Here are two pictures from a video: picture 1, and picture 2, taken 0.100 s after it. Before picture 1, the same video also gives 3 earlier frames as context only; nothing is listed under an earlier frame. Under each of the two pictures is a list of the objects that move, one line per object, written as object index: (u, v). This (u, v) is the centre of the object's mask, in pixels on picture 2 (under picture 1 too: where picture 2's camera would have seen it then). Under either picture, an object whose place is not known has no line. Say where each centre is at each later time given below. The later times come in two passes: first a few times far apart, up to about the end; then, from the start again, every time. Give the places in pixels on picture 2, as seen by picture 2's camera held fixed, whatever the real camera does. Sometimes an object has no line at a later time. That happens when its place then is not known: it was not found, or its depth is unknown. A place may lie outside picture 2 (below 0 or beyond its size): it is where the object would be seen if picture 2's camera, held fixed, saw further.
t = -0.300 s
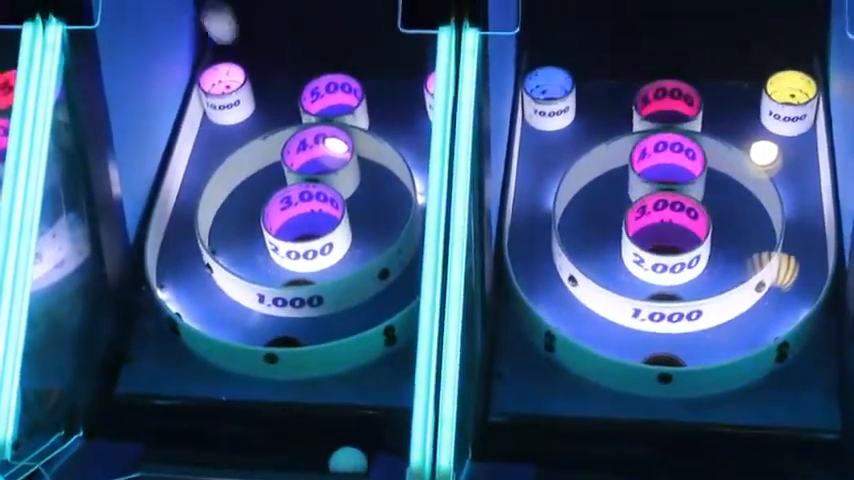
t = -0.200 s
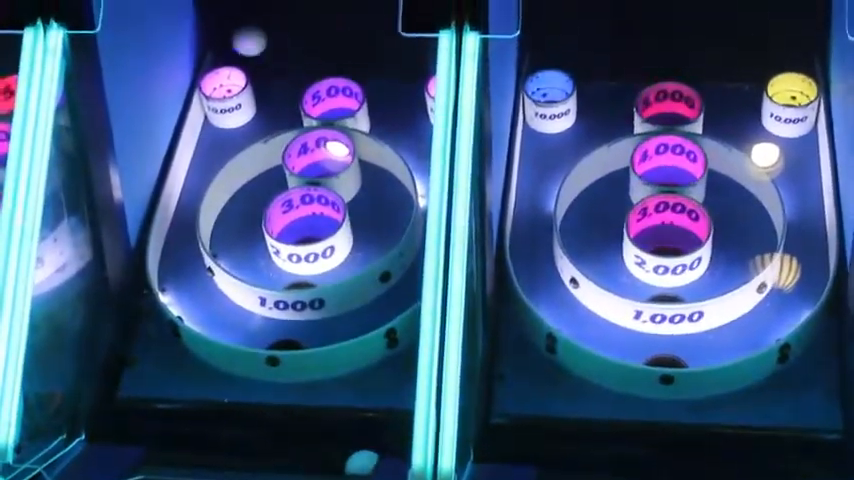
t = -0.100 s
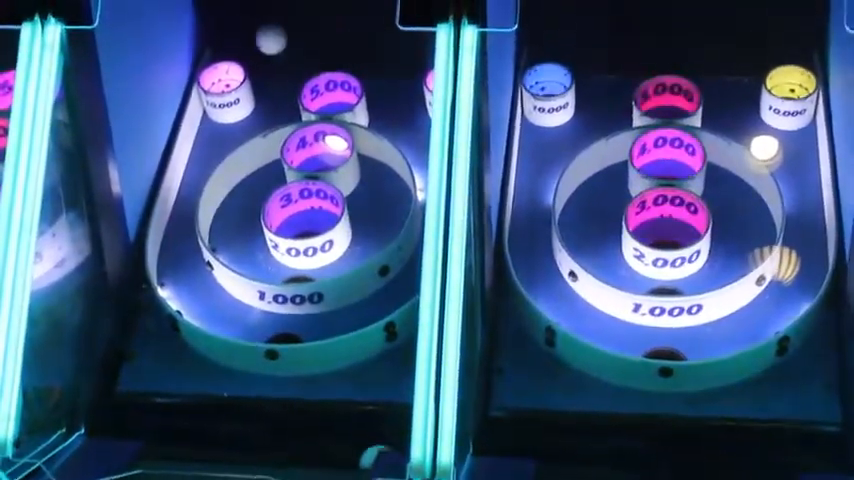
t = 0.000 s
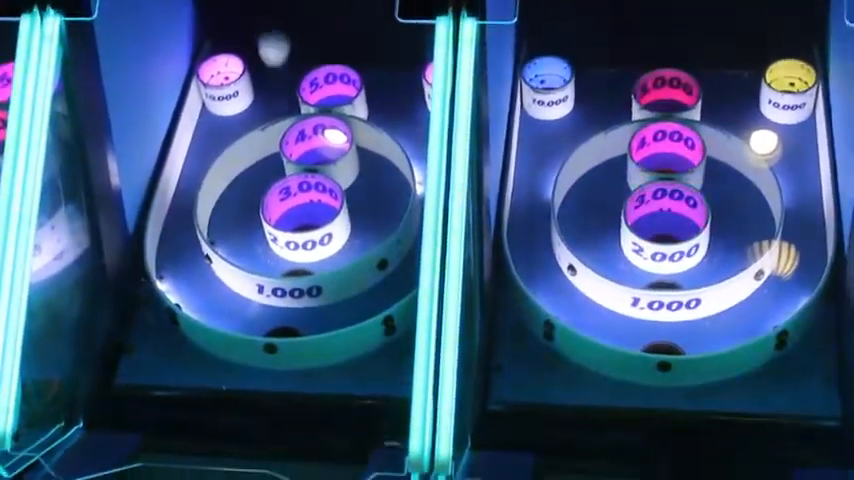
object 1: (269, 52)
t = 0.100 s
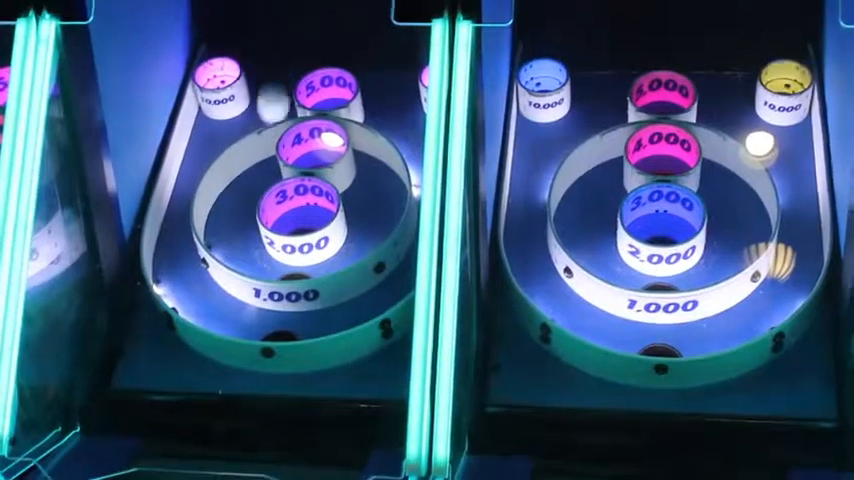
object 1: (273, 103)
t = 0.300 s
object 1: (256, 118)
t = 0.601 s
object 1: (201, 162)
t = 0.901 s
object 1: (189, 300)
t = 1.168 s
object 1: (329, 325)
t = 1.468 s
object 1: (373, 300)
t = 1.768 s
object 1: (348, 320)
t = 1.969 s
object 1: (294, 332)
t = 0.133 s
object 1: (271, 110)
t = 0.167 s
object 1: (267, 118)
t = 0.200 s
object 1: (263, 117)
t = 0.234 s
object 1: (261, 115)
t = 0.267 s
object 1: (258, 117)
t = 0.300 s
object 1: (256, 118)
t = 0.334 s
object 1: (253, 119)
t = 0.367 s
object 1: (249, 121)
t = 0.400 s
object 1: (245, 124)
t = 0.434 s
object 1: (239, 128)
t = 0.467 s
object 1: (234, 133)
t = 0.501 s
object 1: (227, 139)
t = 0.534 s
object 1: (219, 144)
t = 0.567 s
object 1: (210, 152)
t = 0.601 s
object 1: (201, 162)
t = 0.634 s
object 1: (192, 173)
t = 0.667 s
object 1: (183, 188)
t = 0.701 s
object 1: (176, 203)
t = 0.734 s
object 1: (173, 217)
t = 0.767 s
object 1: (170, 233)
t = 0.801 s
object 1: (167, 250)
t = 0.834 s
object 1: (166, 269)
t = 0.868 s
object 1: (174, 285)
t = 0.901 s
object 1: (189, 300)
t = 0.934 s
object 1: (200, 301)
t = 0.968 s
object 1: (216, 305)
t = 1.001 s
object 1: (236, 312)
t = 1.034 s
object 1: (254, 322)
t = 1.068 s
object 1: (274, 328)
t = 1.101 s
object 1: (293, 332)
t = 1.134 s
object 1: (310, 329)
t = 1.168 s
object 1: (329, 325)
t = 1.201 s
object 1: (345, 321)
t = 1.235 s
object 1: (358, 312)
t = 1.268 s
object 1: (361, 309)
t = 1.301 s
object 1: (364, 303)
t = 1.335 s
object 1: (367, 302)
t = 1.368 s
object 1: (370, 299)
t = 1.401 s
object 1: (371, 298)
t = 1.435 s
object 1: (372, 298)
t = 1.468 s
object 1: (373, 300)
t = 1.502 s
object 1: (372, 303)
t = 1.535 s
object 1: (371, 306)
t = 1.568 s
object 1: (371, 306)
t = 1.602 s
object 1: (369, 307)
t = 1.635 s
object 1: (367, 309)
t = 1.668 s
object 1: (363, 311)
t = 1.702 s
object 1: (359, 314)
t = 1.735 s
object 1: (354, 317)
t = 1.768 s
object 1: (348, 320)
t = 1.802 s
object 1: (340, 323)
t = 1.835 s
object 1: (332, 325)
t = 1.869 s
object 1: (324, 327)
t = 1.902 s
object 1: (314, 329)
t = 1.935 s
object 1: (303, 331)
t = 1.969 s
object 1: (294, 332)
